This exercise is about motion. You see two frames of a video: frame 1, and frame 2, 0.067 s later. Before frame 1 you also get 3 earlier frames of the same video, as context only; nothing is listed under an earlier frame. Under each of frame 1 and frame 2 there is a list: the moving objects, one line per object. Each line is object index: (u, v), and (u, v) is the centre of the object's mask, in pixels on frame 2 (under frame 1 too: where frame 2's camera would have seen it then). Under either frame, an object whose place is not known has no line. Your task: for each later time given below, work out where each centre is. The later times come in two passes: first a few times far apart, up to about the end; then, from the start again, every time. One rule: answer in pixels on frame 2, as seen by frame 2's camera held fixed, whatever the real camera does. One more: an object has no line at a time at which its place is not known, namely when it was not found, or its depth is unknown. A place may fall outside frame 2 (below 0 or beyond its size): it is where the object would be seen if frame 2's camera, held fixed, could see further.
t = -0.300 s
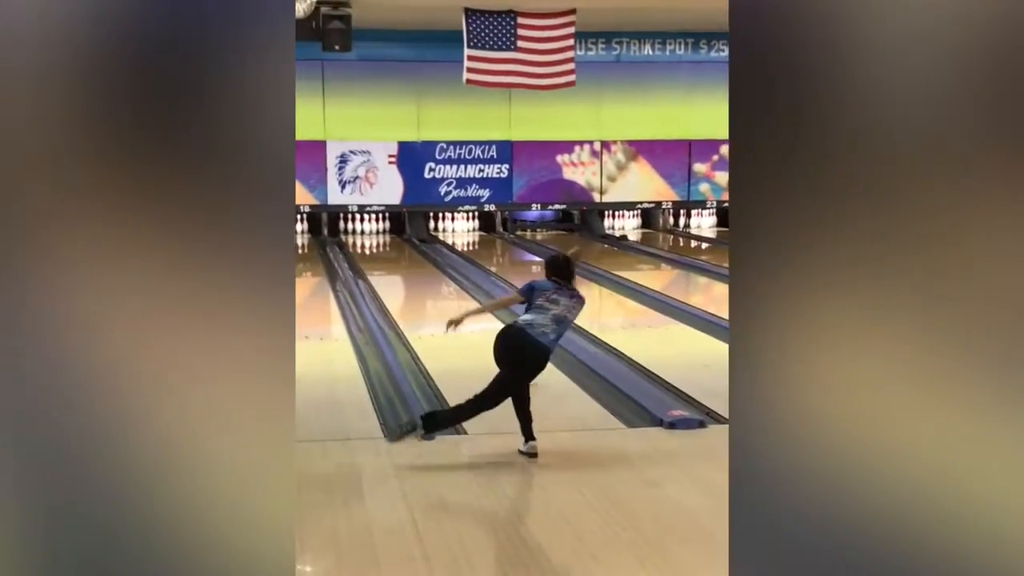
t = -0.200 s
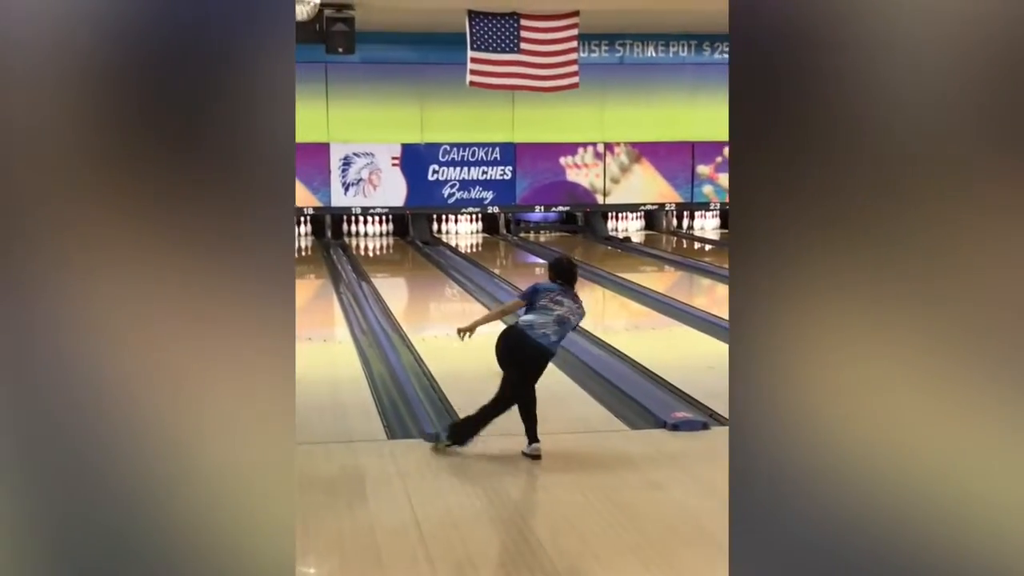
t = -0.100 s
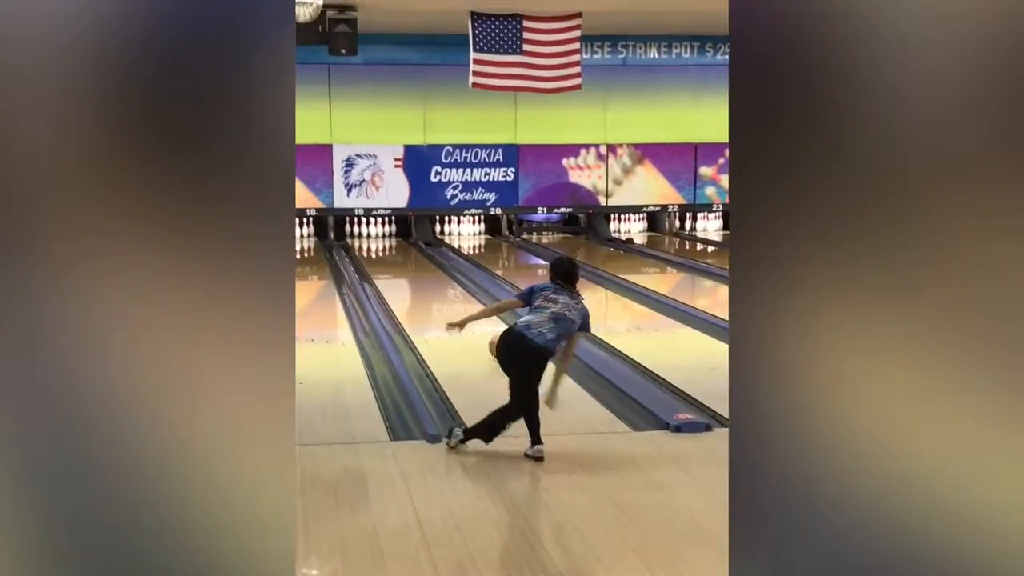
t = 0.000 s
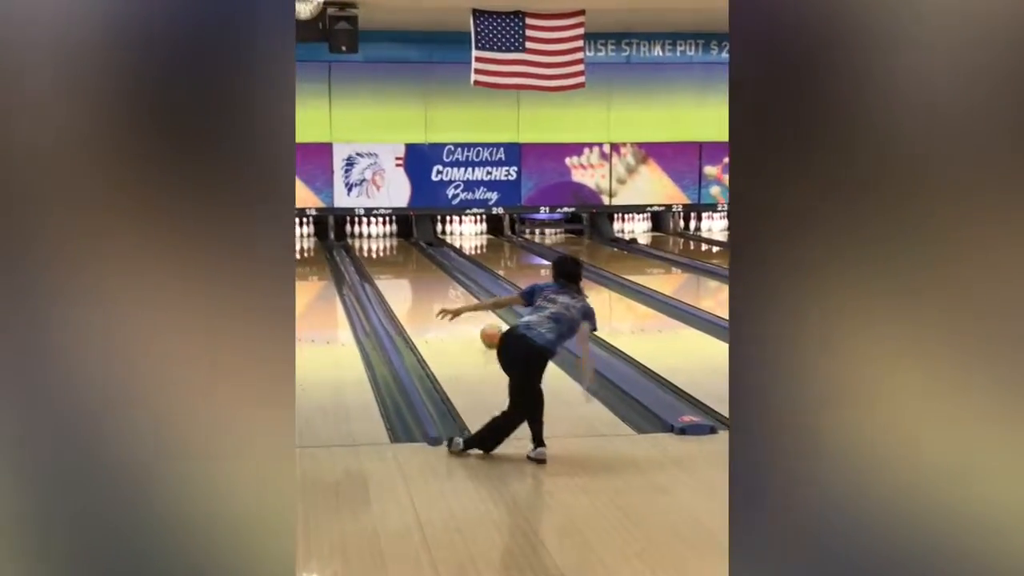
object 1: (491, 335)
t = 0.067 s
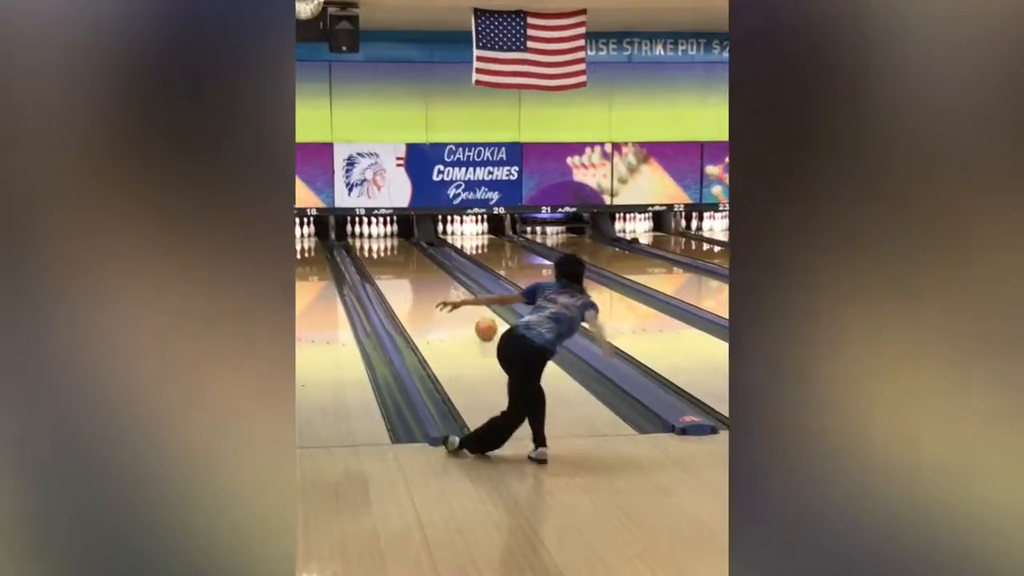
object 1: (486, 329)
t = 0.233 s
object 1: (473, 314)
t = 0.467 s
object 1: (455, 297)
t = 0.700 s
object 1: (441, 277)
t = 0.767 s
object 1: (438, 274)
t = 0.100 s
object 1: (483, 326)
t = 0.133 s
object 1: (480, 323)
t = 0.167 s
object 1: (478, 320)
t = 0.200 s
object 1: (475, 316)
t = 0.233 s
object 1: (473, 314)
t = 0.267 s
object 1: (470, 312)
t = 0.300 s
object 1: (469, 310)
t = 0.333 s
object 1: (466, 309)
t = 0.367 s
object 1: (465, 308)
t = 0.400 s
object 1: (461, 298)
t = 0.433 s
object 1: (459, 296)
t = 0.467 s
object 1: (455, 297)
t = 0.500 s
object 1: (455, 295)
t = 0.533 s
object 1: (453, 291)
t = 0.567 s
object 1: (450, 290)
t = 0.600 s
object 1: (448, 288)
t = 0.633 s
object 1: (445, 283)
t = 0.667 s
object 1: (446, 283)
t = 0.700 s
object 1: (441, 277)
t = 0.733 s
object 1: (440, 277)
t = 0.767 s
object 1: (438, 274)
